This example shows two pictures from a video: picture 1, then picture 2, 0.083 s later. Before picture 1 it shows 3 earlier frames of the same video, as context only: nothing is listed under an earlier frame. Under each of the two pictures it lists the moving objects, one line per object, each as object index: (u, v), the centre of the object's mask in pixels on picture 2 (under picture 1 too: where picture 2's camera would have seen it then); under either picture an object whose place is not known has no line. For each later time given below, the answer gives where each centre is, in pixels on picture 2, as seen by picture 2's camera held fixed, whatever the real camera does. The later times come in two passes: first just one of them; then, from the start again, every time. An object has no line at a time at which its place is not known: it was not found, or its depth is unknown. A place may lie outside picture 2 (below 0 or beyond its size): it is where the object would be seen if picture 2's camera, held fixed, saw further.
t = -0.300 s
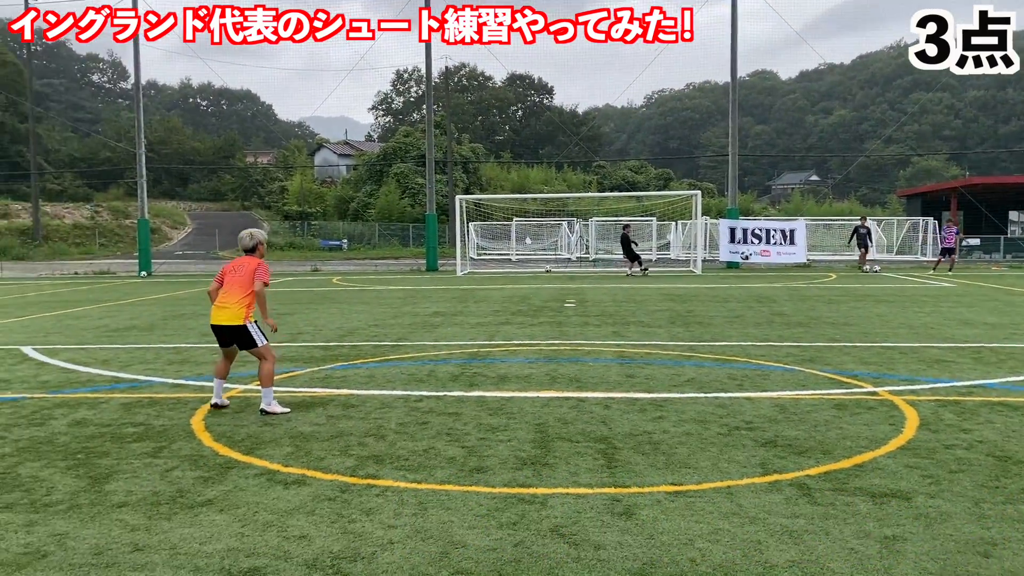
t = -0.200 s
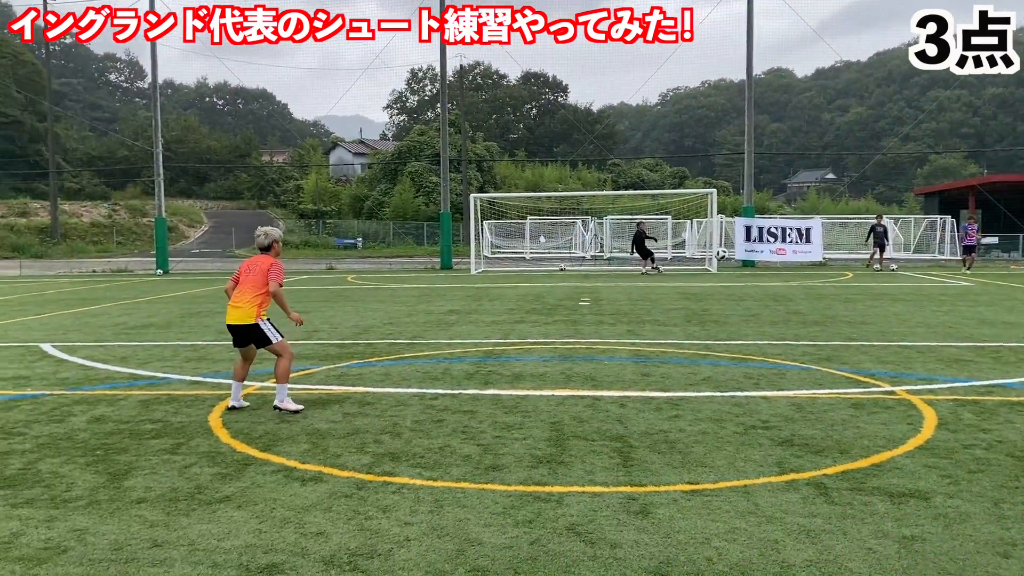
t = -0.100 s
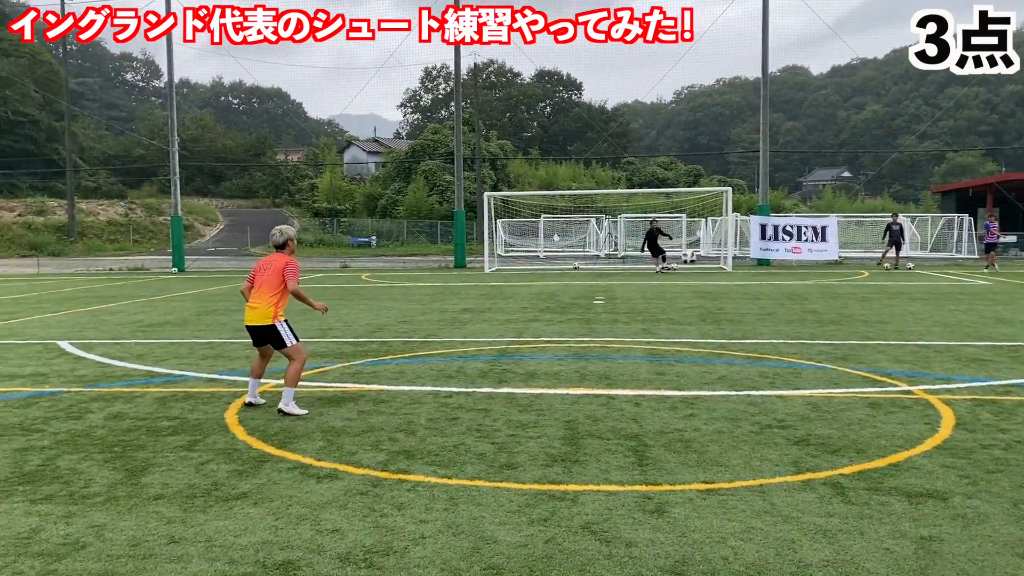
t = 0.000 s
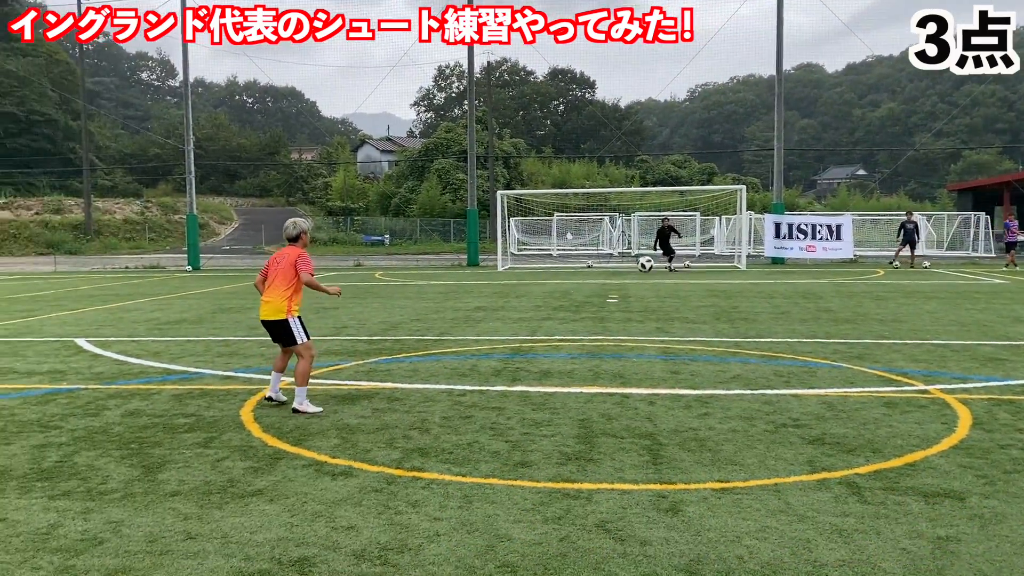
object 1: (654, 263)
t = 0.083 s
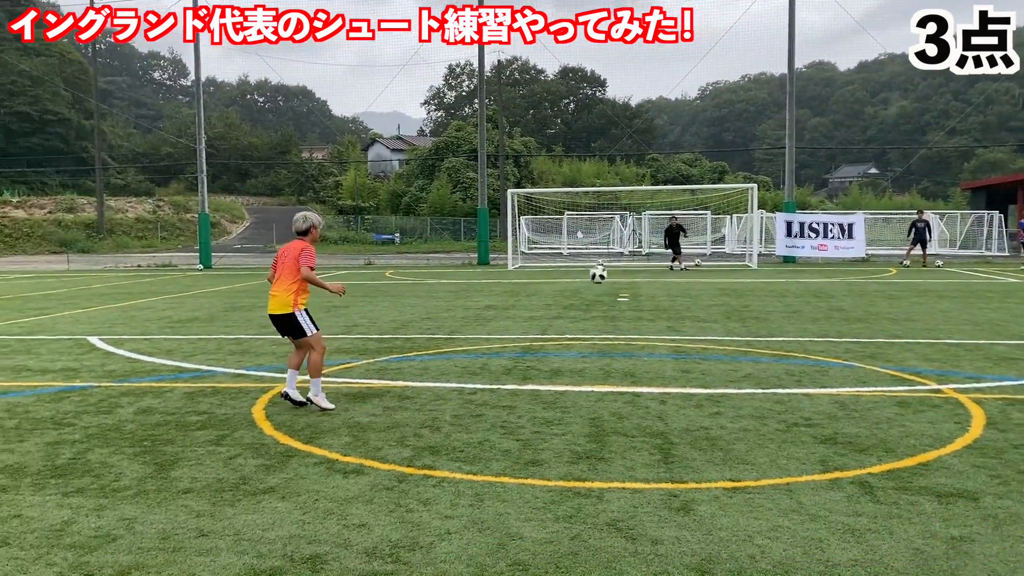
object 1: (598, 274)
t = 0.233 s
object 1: (465, 309)
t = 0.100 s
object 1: (586, 277)
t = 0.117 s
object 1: (573, 281)
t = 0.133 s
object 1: (559, 283)
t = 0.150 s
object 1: (545, 287)
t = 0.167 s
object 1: (530, 291)
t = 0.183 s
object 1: (515, 295)
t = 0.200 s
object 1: (499, 299)
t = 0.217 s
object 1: (483, 304)
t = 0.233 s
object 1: (465, 309)
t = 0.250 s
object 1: (447, 315)
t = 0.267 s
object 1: (428, 321)
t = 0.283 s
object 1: (408, 327)
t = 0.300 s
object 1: (386, 334)
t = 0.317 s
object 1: (364, 342)
